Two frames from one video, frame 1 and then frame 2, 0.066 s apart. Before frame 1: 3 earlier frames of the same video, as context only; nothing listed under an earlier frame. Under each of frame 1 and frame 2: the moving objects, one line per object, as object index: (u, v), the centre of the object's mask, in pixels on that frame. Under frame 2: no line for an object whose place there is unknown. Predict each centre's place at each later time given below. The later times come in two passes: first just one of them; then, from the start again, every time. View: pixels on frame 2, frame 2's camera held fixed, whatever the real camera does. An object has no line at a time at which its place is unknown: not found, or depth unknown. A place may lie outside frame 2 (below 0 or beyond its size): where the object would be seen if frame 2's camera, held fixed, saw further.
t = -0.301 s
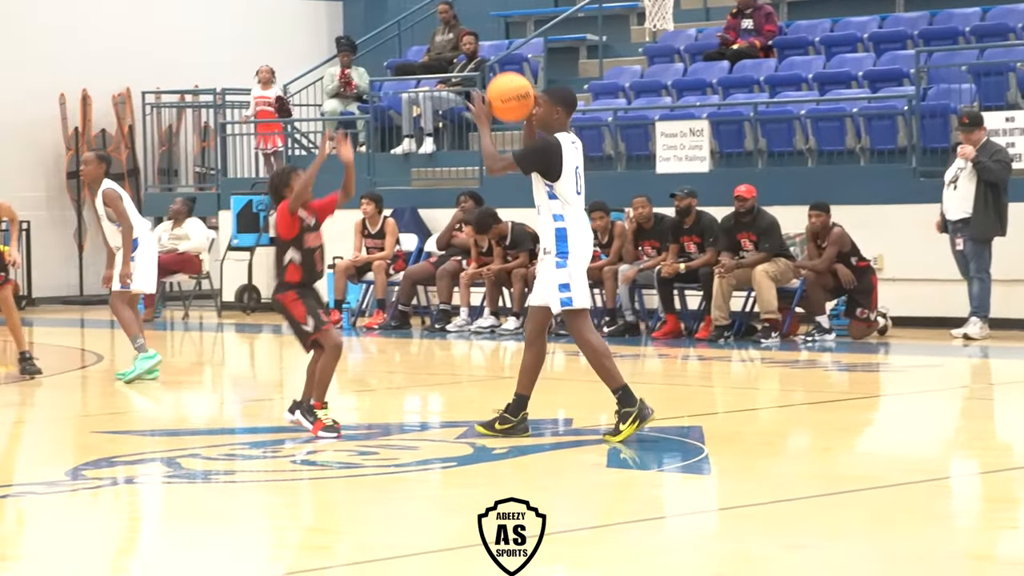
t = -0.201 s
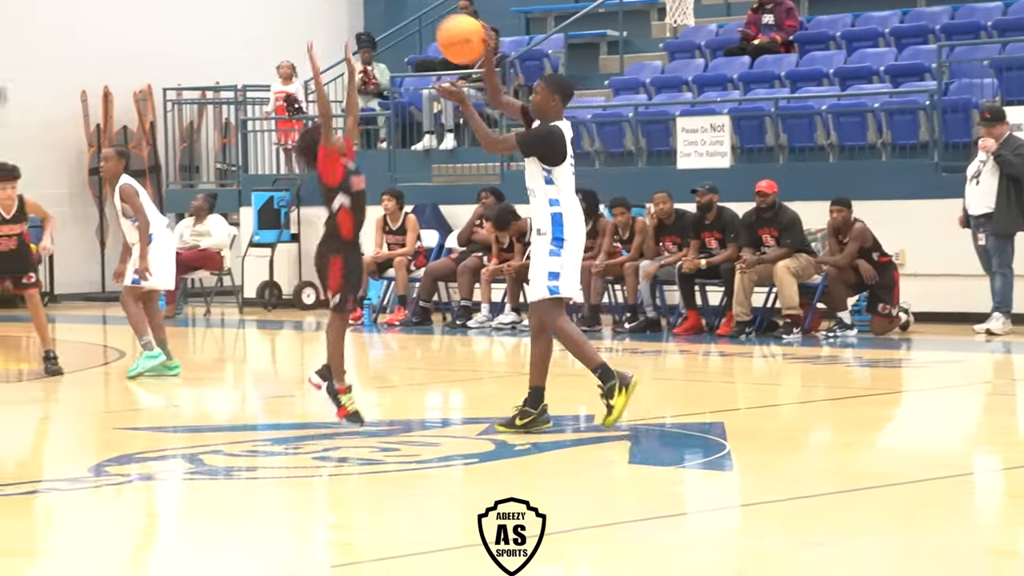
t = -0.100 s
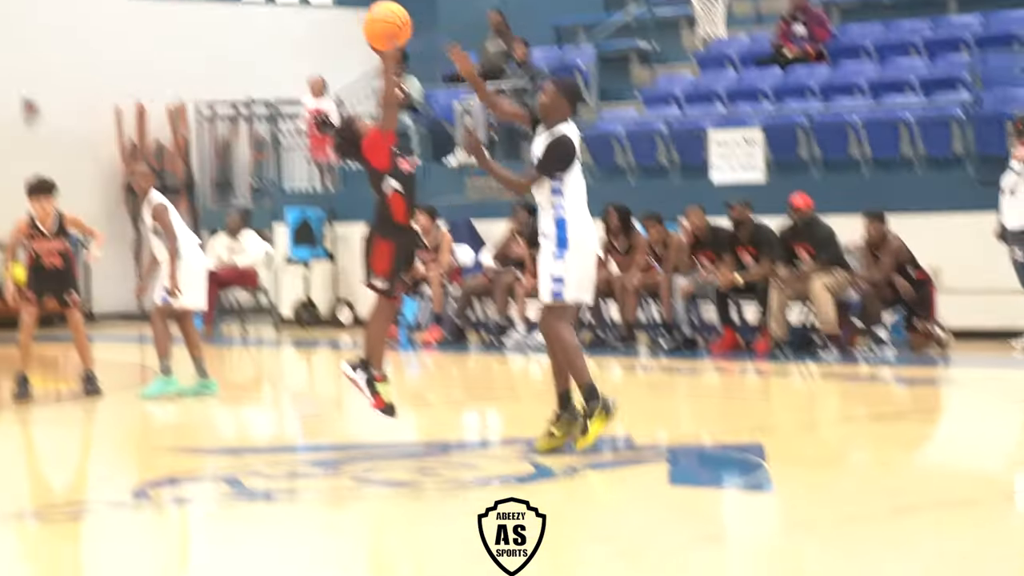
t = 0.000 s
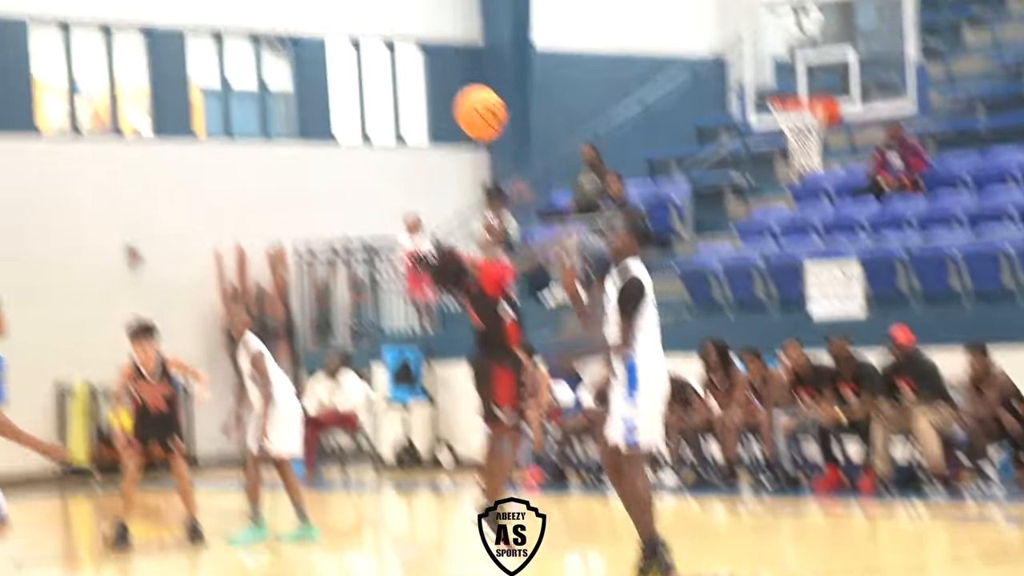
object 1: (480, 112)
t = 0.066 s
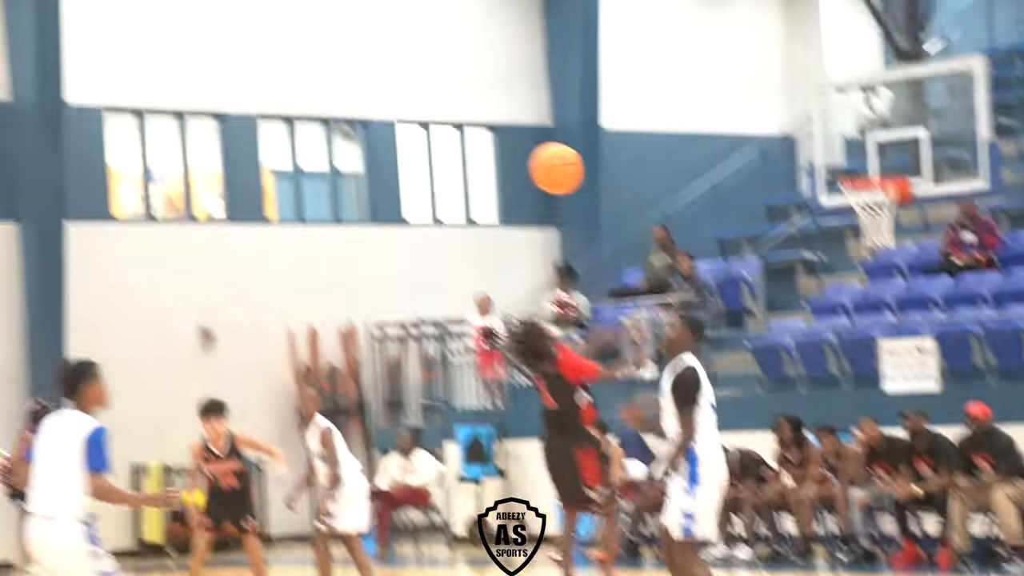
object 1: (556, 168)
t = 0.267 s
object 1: (579, 144)
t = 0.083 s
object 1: (557, 164)
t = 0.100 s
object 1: (559, 160)
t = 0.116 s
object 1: (560, 156)
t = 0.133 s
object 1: (562, 153)
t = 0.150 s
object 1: (564, 149)
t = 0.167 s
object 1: (566, 146)
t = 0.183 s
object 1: (568, 144)
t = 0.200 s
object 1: (569, 143)
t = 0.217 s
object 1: (572, 142)
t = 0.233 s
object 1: (574, 142)
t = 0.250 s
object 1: (576, 143)
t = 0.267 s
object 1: (579, 144)
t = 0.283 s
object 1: (582, 146)
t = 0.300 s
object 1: (586, 149)
